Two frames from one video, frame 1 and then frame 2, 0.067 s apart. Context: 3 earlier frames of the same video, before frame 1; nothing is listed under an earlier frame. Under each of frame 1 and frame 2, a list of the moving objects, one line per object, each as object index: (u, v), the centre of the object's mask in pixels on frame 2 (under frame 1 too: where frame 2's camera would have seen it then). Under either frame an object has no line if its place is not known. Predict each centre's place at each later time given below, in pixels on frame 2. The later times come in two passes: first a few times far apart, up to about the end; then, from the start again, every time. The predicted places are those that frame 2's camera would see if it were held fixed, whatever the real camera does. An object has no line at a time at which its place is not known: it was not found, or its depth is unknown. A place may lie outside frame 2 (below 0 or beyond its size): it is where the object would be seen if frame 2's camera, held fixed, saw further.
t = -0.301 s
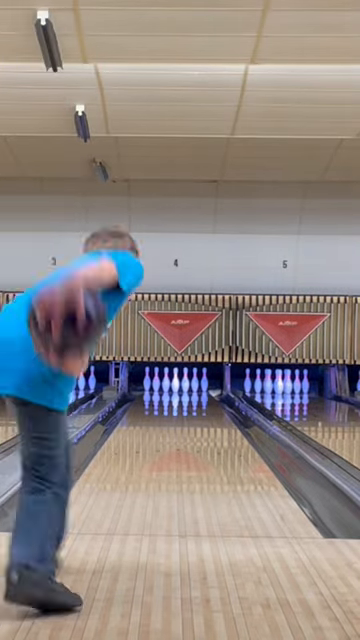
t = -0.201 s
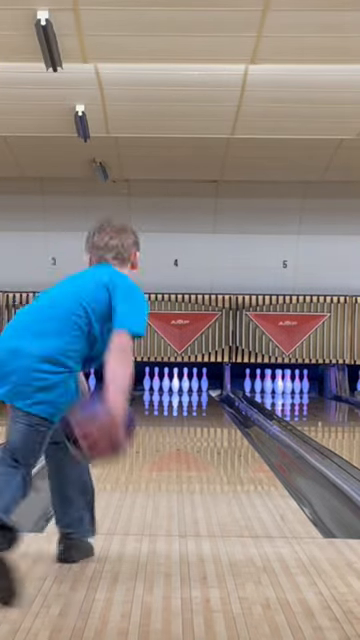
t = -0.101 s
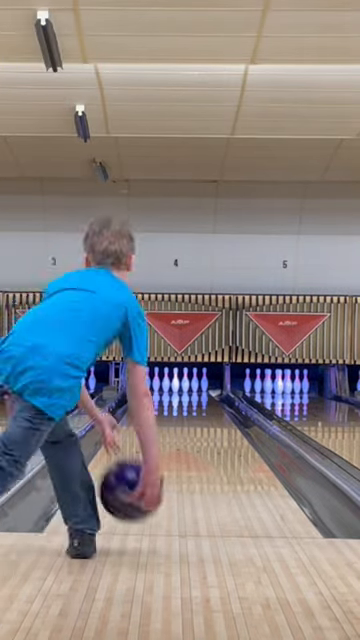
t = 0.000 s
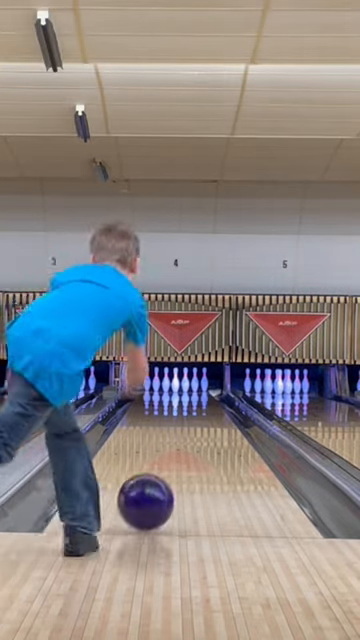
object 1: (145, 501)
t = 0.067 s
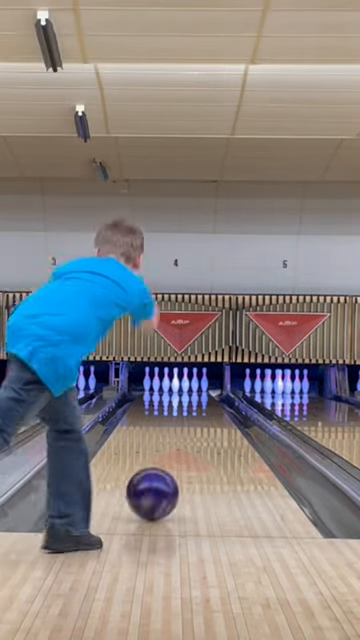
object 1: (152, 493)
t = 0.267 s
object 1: (168, 467)
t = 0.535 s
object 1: (181, 444)
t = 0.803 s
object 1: (189, 430)
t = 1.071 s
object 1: (194, 419)
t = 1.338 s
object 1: (198, 409)
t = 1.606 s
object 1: (199, 403)
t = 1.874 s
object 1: (199, 398)
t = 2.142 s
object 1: (196, 393)
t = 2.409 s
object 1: (192, 390)
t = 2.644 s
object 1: (184, 387)
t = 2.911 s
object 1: (178, 385)
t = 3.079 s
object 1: (171, 384)
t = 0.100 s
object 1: (155, 489)
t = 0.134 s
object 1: (158, 484)
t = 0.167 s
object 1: (161, 479)
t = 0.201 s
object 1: (163, 475)
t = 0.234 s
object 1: (166, 471)
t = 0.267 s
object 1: (168, 467)
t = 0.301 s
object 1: (170, 464)
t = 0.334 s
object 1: (172, 460)
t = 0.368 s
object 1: (174, 458)
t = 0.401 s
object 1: (175, 454)
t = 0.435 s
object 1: (177, 452)
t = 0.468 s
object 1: (179, 449)
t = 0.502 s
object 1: (180, 447)
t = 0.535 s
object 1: (181, 444)
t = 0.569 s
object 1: (182, 442)
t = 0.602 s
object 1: (184, 440)
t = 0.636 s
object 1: (185, 438)
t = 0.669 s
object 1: (186, 436)
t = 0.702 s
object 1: (187, 434)
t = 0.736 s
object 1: (187, 432)
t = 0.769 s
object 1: (189, 431)
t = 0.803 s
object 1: (189, 430)
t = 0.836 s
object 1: (190, 428)
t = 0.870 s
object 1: (191, 428)
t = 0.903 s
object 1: (191, 426)
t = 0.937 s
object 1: (192, 424)
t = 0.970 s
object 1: (193, 423)
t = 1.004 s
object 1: (193, 421)
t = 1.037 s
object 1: (194, 420)
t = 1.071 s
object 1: (194, 419)
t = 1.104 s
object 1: (195, 417)
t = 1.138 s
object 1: (195, 416)
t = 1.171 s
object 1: (196, 414)
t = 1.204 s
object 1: (195, 413)
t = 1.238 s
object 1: (196, 412)
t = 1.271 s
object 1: (197, 411)
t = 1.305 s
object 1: (197, 410)
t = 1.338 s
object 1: (198, 409)
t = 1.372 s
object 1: (198, 408)
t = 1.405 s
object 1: (198, 407)
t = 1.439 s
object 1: (198, 406)
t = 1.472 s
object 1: (198, 405)
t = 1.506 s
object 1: (198, 405)
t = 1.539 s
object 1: (198, 404)
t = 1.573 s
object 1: (199, 403)
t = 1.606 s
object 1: (199, 403)
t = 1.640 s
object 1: (199, 403)
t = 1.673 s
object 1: (199, 402)
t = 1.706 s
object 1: (198, 401)
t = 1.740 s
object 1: (198, 400)
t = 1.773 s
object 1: (198, 400)
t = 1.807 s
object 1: (199, 399)
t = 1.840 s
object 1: (199, 398)
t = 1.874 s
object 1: (199, 398)
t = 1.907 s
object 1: (199, 398)
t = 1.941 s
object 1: (198, 397)
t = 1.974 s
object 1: (198, 397)
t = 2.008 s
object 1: (197, 396)
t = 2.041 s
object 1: (197, 395)
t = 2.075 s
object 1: (197, 395)
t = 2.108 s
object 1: (197, 394)
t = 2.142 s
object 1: (196, 393)
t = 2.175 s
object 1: (196, 393)
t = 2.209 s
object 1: (195, 392)
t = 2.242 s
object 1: (194, 391)
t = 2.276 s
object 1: (194, 391)
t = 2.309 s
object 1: (193, 391)
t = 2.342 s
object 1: (193, 391)
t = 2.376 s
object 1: (193, 391)
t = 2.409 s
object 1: (192, 390)
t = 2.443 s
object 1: (190, 389)
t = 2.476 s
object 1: (189, 389)
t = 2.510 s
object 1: (187, 389)
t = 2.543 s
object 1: (186, 389)
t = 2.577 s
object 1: (186, 388)
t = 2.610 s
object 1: (185, 388)
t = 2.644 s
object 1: (184, 387)
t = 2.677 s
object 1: (184, 388)
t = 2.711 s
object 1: (182, 387)
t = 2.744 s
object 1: (181, 386)
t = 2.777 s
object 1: (180, 387)
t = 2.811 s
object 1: (178, 386)
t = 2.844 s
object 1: (178, 386)
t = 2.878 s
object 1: (178, 386)
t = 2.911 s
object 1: (178, 385)
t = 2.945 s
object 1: (177, 385)
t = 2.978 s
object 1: (175, 386)
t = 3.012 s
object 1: (174, 385)
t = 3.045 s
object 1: (172, 385)
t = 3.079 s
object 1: (171, 384)
